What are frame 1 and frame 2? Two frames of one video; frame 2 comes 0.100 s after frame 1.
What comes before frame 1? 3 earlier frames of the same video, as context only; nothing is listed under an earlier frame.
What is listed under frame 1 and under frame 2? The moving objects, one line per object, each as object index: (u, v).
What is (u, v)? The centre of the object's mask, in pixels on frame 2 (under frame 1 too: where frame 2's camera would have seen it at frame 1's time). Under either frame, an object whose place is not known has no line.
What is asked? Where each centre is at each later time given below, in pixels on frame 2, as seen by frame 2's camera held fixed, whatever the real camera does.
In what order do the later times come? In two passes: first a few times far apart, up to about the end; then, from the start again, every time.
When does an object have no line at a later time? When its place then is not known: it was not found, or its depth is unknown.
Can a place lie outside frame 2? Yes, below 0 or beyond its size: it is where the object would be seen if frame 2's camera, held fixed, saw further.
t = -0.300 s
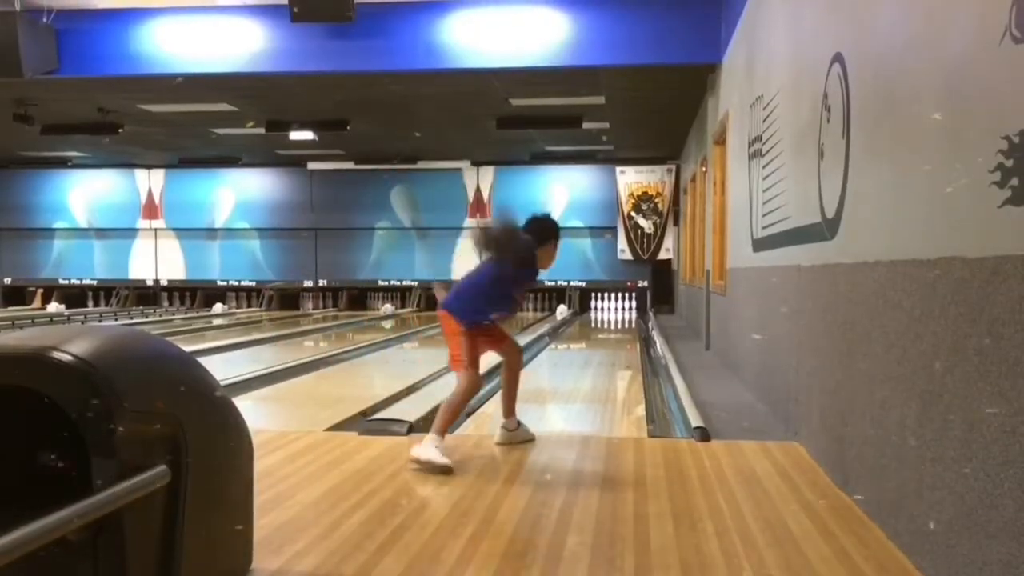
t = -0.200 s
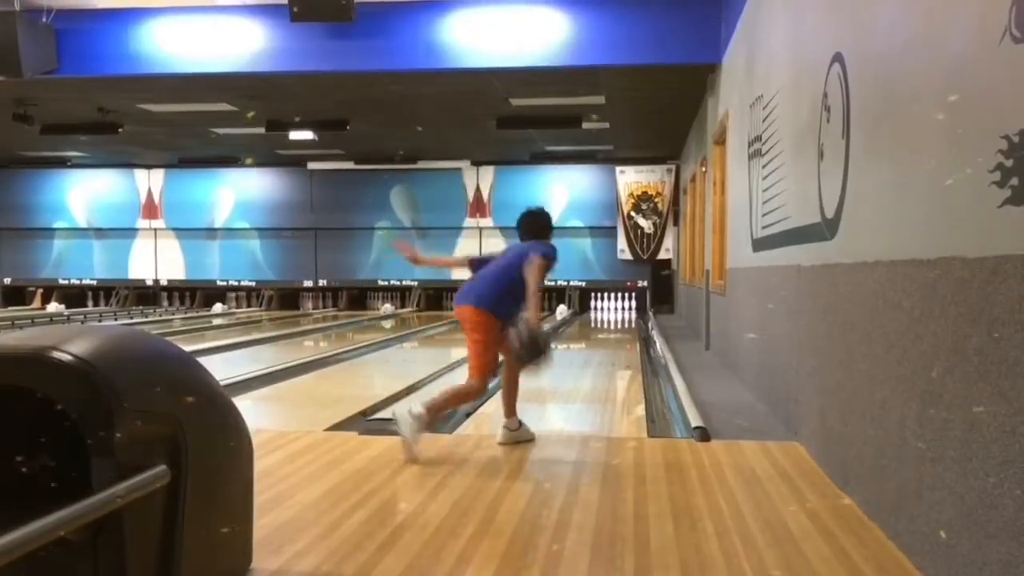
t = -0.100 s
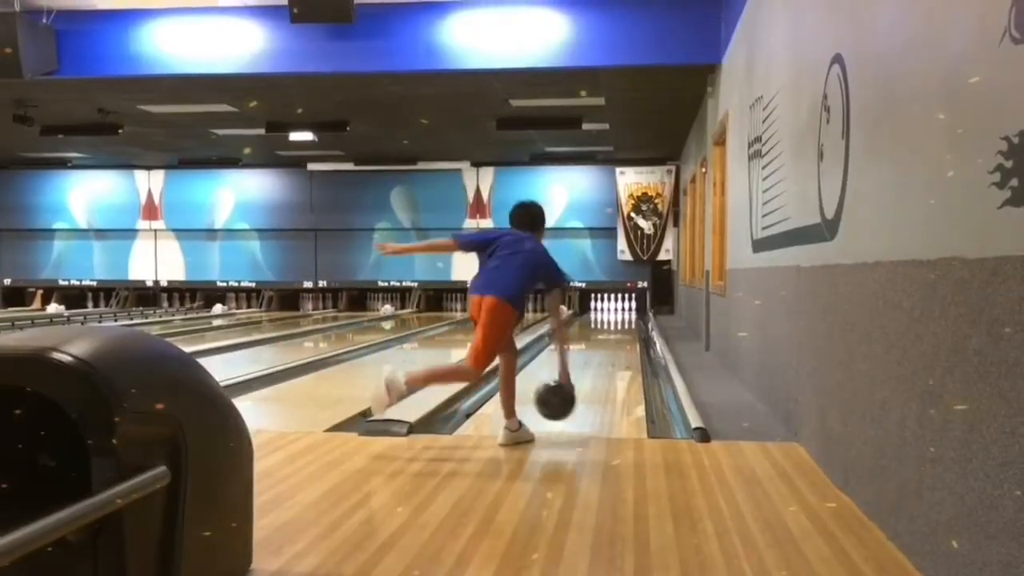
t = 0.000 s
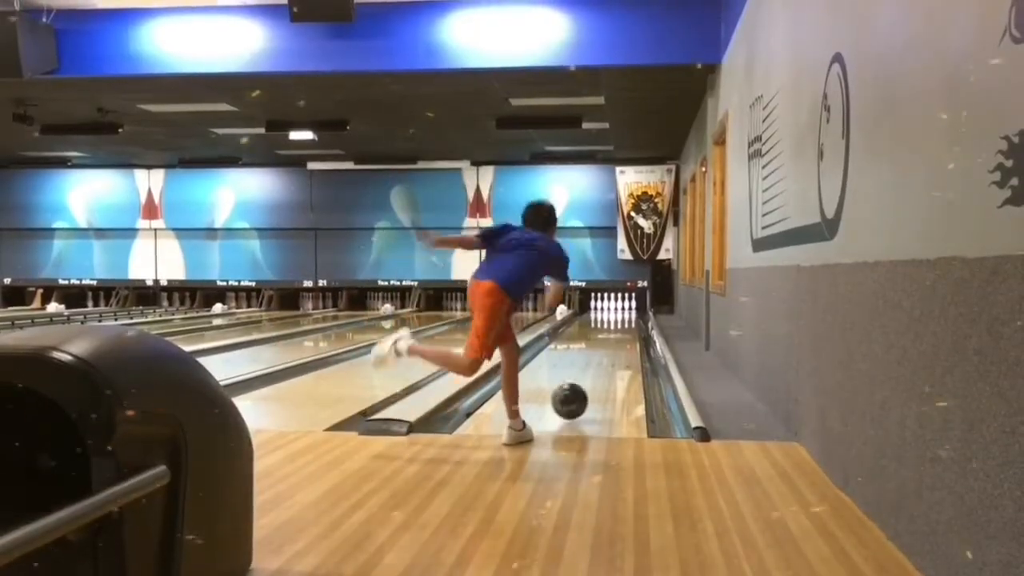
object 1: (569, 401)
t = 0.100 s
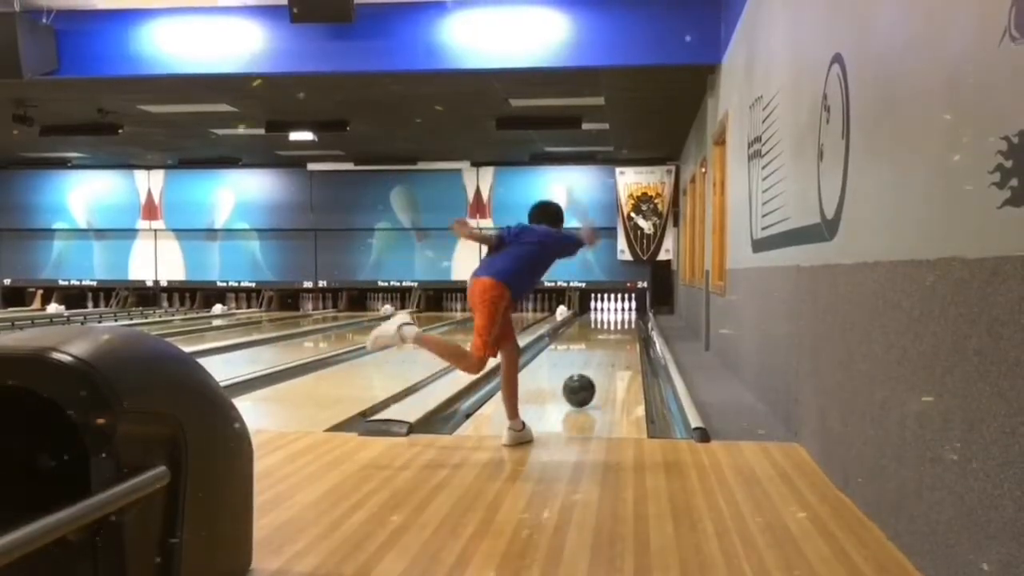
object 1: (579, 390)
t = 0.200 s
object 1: (586, 379)
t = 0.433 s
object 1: (599, 360)
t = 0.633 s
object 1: (607, 349)
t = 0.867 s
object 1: (613, 340)
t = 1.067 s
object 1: (616, 333)
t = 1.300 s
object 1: (618, 327)
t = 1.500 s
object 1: (620, 322)
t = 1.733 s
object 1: (621, 318)
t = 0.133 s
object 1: (581, 387)
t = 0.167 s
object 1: (584, 383)
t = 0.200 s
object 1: (586, 379)
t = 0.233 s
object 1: (589, 376)
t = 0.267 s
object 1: (591, 373)
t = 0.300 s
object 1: (593, 371)
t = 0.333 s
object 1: (595, 368)
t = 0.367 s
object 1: (596, 365)
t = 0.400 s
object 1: (598, 363)
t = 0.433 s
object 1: (599, 360)
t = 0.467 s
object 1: (601, 358)
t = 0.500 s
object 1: (602, 356)
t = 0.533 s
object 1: (604, 355)
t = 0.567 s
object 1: (605, 352)
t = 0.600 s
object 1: (606, 351)
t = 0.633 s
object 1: (607, 349)
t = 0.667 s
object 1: (608, 348)
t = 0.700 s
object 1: (608, 346)
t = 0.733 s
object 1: (610, 344)
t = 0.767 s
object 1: (611, 343)
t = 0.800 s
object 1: (612, 342)
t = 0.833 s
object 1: (612, 341)
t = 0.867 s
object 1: (613, 340)
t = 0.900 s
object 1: (614, 339)
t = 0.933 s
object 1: (615, 337)
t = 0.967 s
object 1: (615, 336)
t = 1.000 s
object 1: (615, 335)
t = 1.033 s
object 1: (615, 334)
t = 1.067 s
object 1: (616, 333)
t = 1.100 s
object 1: (617, 332)
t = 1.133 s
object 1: (618, 331)
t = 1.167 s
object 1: (618, 329)
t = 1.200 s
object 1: (618, 328)
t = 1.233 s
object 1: (618, 328)
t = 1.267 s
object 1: (618, 327)
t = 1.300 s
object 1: (618, 327)
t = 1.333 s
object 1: (618, 326)
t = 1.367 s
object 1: (619, 325)
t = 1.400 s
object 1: (619, 324)
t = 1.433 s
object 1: (619, 324)
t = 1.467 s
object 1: (619, 323)
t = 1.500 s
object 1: (620, 322)
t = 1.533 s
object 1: (620, 322)
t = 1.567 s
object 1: (620, 321)
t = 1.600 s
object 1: (620, 320)
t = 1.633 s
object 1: (621, 320)
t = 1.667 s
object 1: (621, 317)
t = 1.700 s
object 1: (621, 319)
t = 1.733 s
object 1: (621, 318)
